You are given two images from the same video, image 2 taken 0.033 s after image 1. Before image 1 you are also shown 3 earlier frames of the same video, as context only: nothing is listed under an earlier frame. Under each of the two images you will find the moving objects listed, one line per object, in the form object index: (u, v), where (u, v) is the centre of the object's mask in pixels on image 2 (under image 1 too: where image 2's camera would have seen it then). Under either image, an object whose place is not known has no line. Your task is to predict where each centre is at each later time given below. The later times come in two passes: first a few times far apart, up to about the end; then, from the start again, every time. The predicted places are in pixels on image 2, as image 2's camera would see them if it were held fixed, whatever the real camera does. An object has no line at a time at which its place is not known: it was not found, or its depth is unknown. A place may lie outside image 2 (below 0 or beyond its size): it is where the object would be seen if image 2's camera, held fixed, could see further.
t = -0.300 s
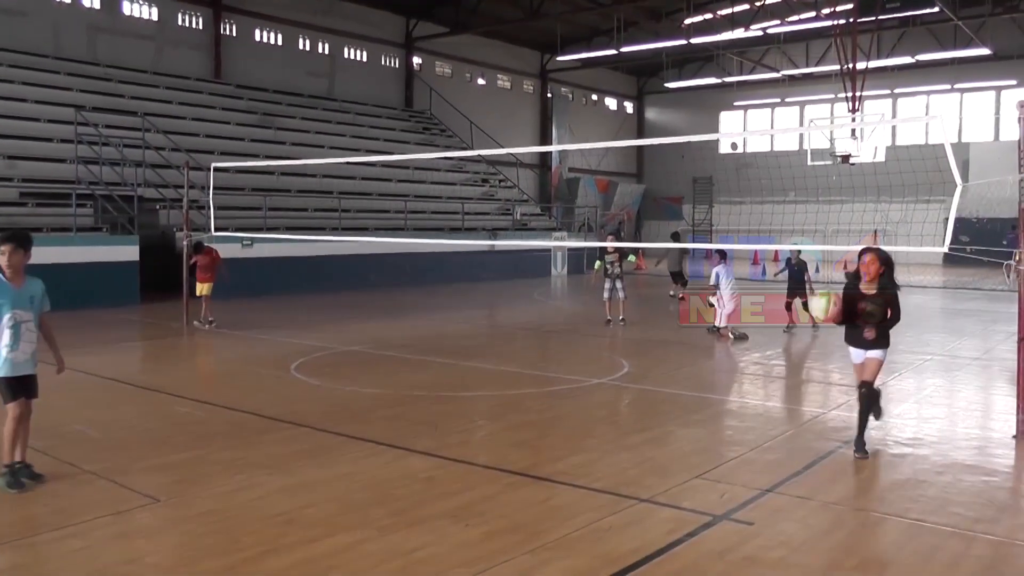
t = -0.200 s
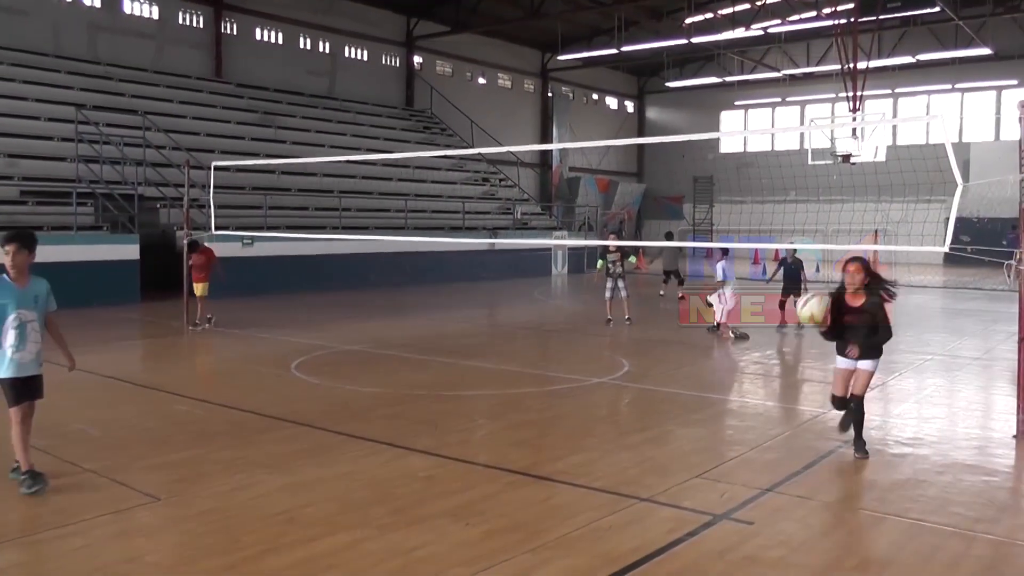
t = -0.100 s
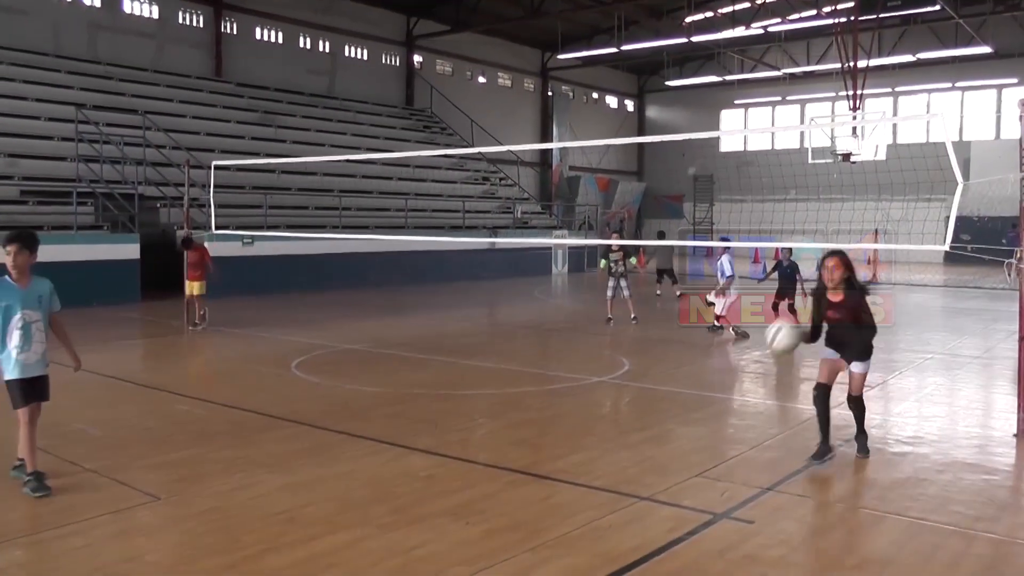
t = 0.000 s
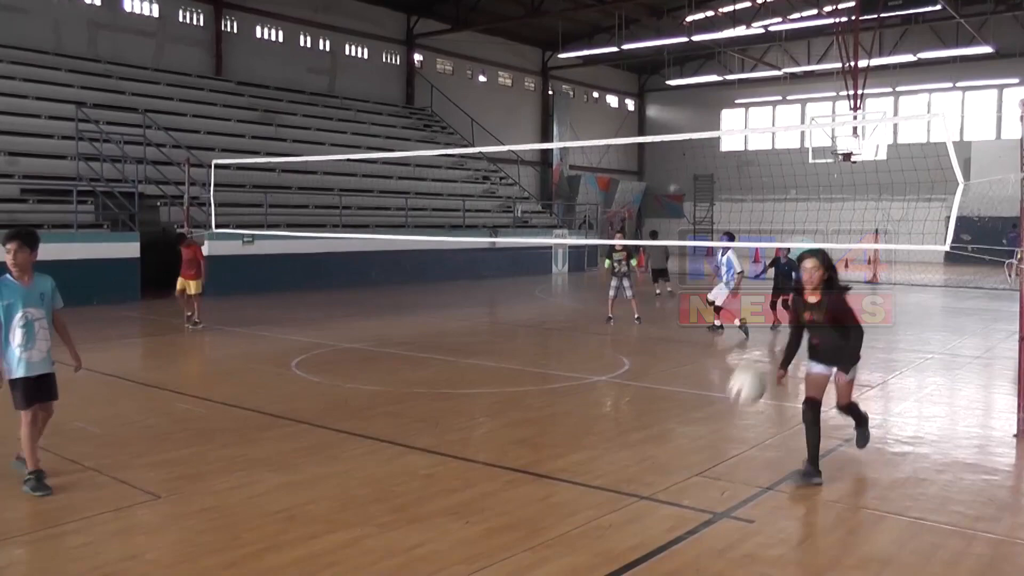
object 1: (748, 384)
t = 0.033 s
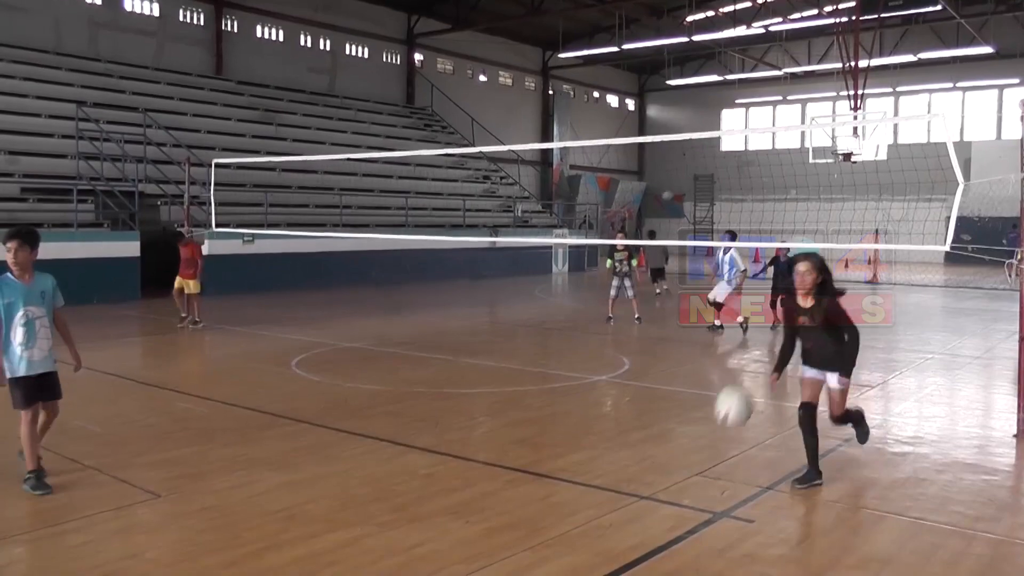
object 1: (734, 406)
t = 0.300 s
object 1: (634, 438)
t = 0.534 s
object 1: (540, 419)
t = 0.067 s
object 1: (719, 431)
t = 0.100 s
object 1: (704, 458)
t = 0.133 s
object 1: (689, 488)
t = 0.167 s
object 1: (677, 495)
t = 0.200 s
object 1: (667, 476)
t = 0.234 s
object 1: (658, 462)
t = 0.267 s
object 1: (646, 449)
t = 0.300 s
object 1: (634, 438)
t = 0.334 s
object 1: (623, 428)
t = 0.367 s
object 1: (611, 421)
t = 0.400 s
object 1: (598, 416)
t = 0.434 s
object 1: (584, 413)
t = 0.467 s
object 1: (570, 412)
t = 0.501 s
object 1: (556, 415)
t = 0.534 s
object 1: (540, 419)
